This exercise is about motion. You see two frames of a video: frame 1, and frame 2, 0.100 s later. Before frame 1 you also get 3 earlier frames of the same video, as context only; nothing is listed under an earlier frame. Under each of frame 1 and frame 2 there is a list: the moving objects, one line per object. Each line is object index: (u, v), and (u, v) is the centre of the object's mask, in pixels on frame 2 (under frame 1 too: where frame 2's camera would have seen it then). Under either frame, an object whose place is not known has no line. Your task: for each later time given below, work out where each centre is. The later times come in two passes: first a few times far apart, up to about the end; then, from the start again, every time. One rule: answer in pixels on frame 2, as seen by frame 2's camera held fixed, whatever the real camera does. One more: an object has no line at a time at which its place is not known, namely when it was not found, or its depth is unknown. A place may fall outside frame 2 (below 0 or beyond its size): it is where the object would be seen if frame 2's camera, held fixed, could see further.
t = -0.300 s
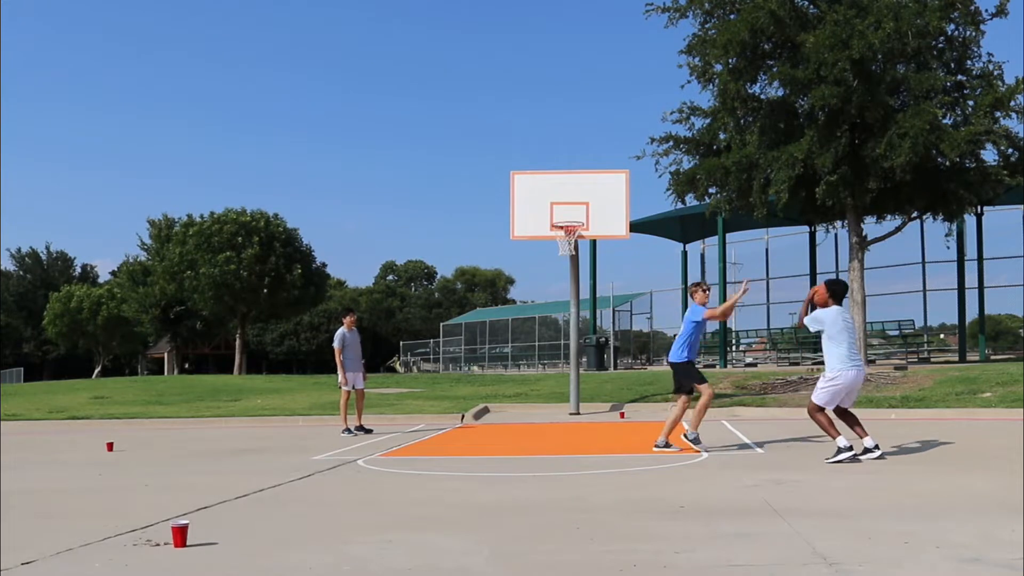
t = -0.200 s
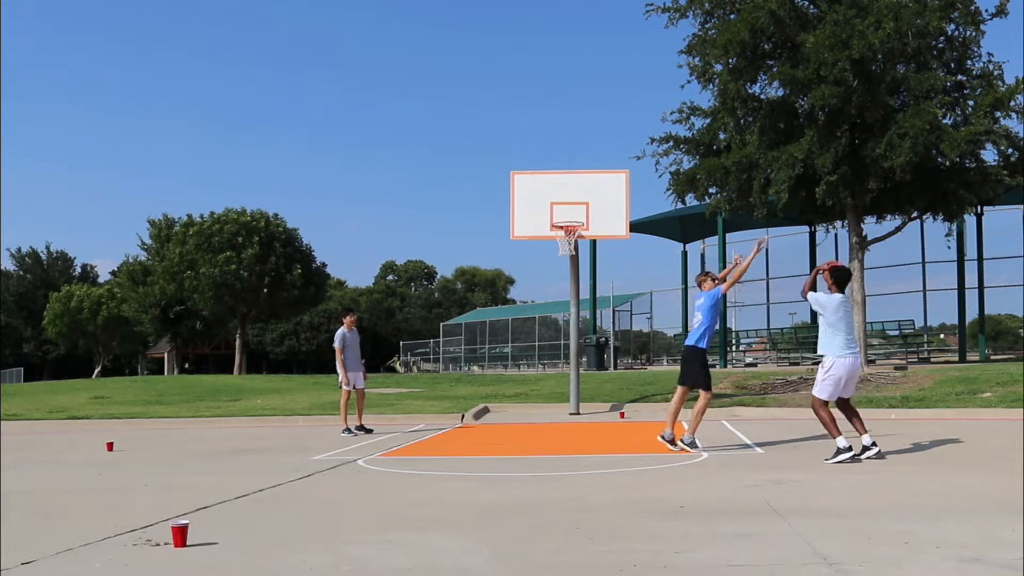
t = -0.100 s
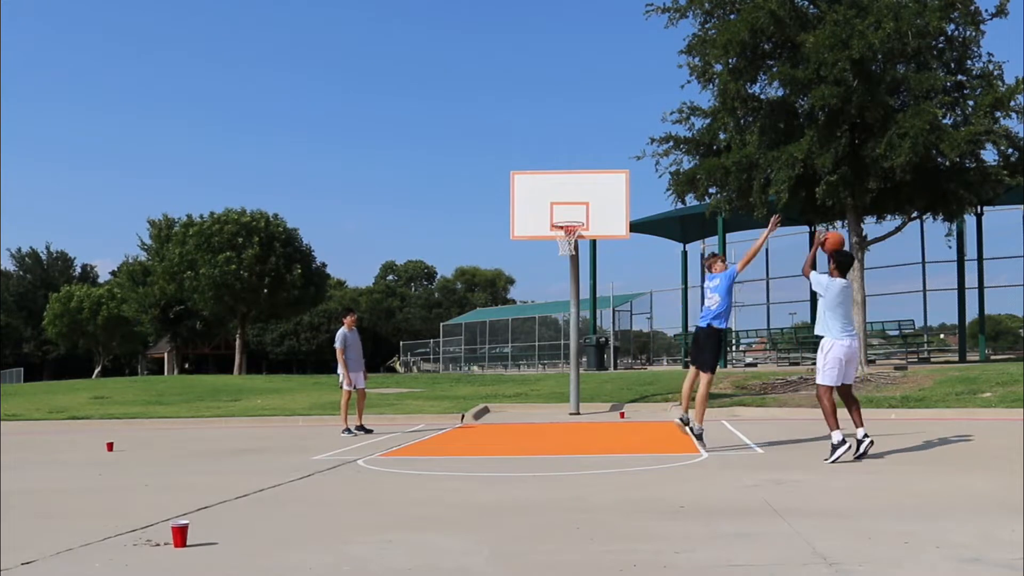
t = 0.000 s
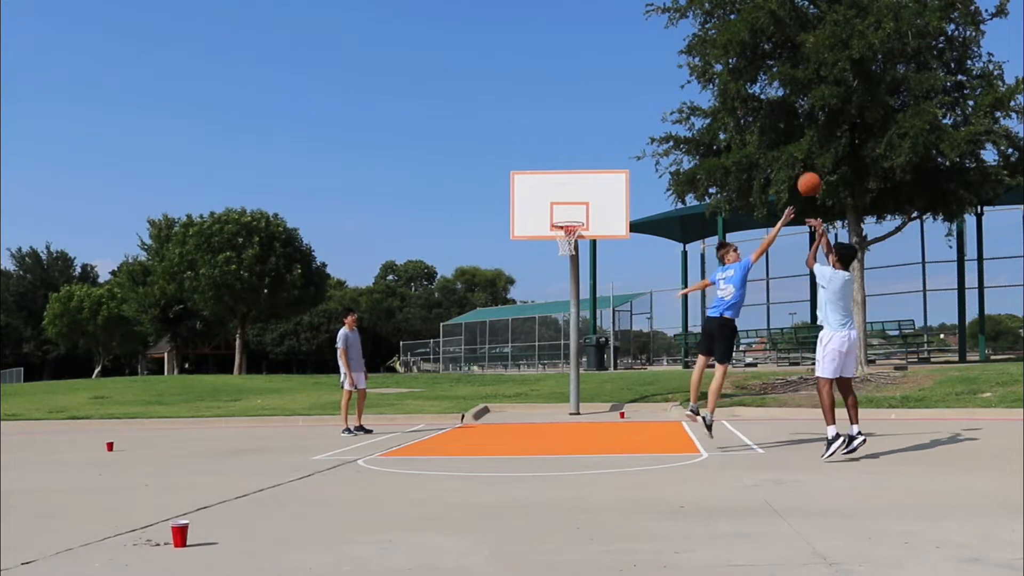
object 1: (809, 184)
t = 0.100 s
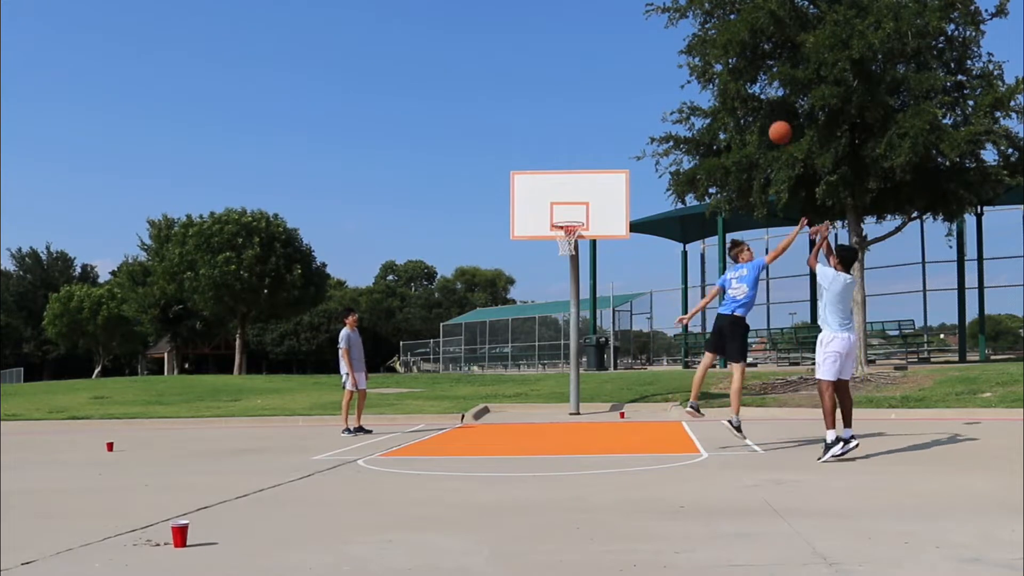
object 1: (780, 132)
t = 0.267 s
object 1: (737, 74)
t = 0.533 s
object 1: (680, 41)
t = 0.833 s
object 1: (629, 67)
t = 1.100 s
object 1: (590, 137)
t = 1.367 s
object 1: (560, 205)
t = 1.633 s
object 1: (548, 137)
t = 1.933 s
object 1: (535, 114)
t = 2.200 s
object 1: (522, 140)
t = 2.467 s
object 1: (510, 210)
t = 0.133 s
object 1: (771, 118)
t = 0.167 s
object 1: (762, 105)
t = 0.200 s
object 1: (754, 94)
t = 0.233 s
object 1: (745, 84)
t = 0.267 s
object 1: (737, 74)
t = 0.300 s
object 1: (730, 67)
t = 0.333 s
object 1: (722, 60)
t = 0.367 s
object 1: (714, 54)
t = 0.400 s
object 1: (707, 49)
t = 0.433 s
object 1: (700, 46)
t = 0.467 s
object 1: (693, 43)
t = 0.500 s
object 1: (687, 42)
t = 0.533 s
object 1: (680, 41)
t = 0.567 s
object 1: (674, 40)
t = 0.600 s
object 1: (668, 41)
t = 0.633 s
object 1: (662, 43)
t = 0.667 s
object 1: (656, 45)
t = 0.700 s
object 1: (650, 48)
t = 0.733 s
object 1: (644, 52)
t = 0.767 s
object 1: (639, 56)
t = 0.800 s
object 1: (634, 61)
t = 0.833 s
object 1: (629, 67)
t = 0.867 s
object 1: (623, 74)
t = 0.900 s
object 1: (618, 81)
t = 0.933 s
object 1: (613, 88)
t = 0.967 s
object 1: (609, 97)
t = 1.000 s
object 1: (604, 106)
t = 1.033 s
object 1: (599, 116)
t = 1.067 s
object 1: (594, 126)
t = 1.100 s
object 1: (590, 137)
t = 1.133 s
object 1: (586, 148)
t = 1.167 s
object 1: (581, 160)
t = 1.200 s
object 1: (577, 172)
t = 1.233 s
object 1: (572, 185)
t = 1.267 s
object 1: (568, 199)
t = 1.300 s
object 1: (564, 212)
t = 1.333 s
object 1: (562, 216)
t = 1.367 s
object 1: (560, 205)
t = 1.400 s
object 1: (559, 194)
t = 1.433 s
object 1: (557, 184)
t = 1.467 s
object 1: (556, 174)
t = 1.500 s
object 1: (554, 166)
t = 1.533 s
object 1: (553, 157)
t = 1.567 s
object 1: (551, 150)
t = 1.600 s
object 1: (550, 143)
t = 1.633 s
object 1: (548, 137)
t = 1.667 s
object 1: (547, 132)
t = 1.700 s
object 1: (545, 127)
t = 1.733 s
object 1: (544, 123)
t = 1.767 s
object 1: (542, 120)
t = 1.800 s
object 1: (541, 118)
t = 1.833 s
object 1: (539, 116)
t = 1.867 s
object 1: (538, 114)
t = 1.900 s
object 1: (536, 114)
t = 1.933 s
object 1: (535, 114)
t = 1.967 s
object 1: (533, 115)
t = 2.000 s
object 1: (532, 116)
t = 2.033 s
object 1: (530, 119)
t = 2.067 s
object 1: (529, 121)
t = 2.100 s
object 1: (527, 125)
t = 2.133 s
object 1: (526, 129)
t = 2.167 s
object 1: (524, 134)
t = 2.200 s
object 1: (522, 140)
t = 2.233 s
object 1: (521, 146)
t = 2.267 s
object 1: (520, 153)
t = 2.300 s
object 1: (518, 161)
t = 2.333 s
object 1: (516, 169)
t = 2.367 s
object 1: (515, 178)
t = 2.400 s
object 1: (513, 188)
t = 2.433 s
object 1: (511, 199)
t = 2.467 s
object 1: (510, 210)
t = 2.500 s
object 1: (508, 222)
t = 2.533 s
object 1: (507, 234)
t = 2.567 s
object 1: (505, 248)
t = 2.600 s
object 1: (503, 262)
